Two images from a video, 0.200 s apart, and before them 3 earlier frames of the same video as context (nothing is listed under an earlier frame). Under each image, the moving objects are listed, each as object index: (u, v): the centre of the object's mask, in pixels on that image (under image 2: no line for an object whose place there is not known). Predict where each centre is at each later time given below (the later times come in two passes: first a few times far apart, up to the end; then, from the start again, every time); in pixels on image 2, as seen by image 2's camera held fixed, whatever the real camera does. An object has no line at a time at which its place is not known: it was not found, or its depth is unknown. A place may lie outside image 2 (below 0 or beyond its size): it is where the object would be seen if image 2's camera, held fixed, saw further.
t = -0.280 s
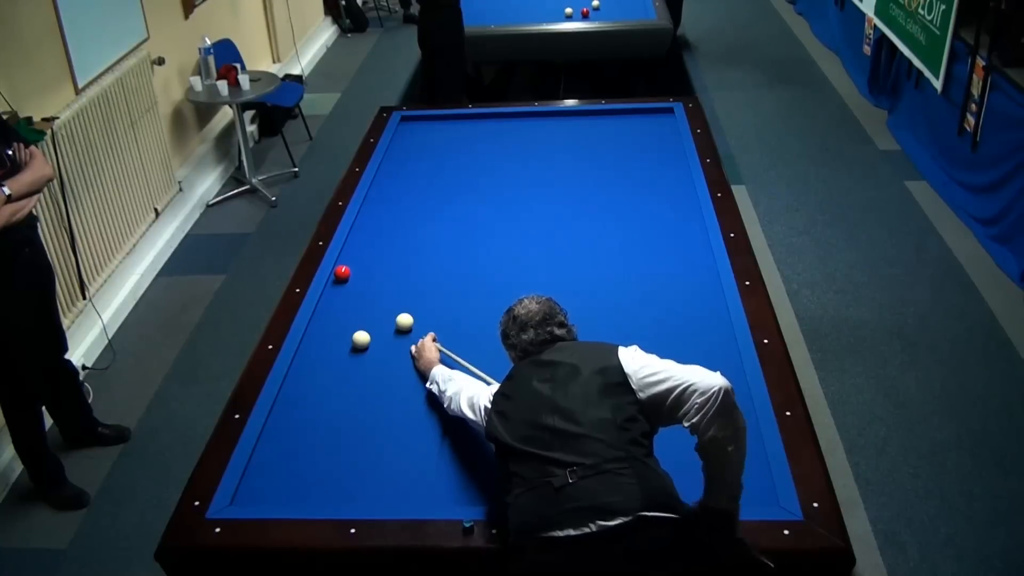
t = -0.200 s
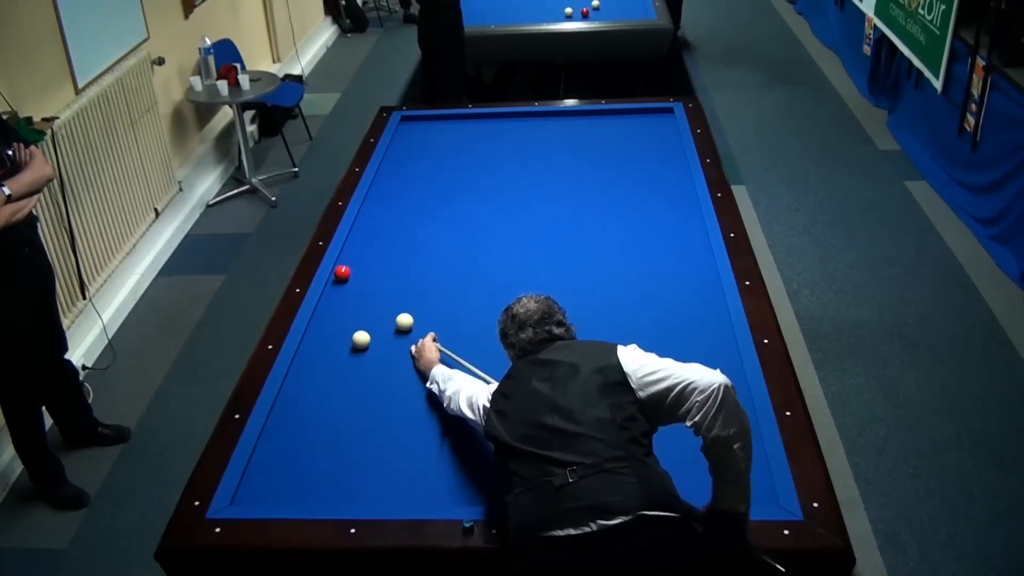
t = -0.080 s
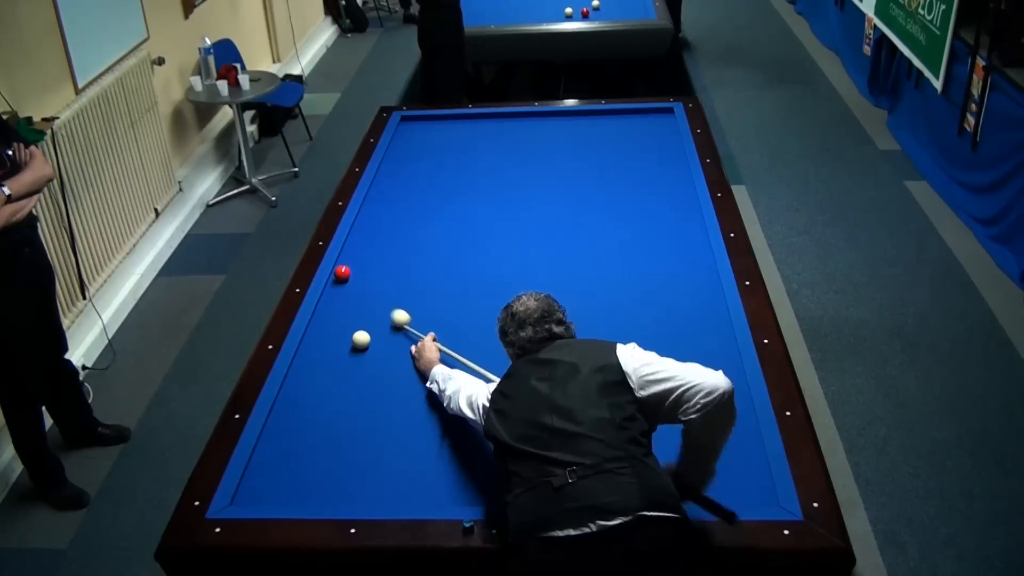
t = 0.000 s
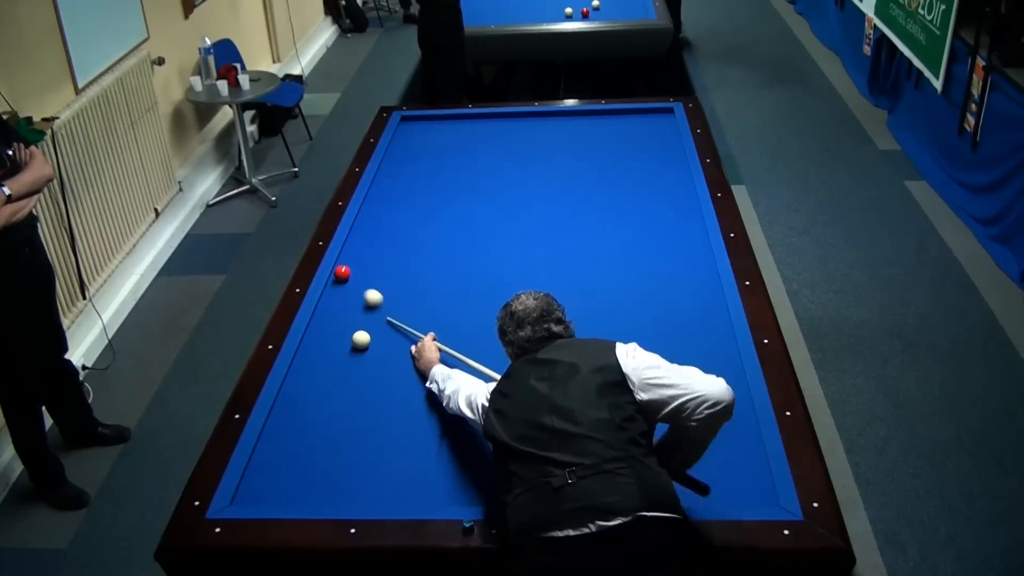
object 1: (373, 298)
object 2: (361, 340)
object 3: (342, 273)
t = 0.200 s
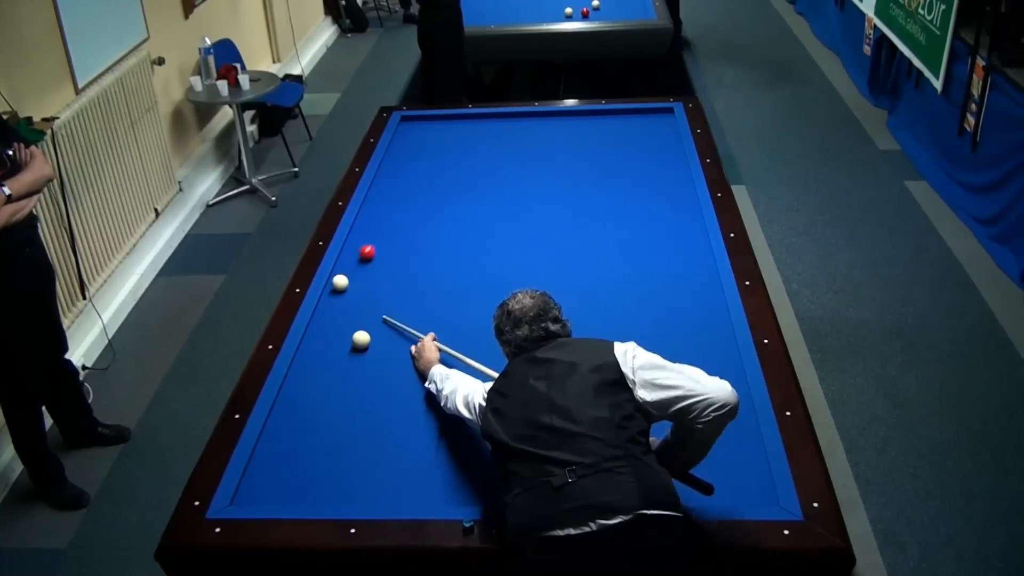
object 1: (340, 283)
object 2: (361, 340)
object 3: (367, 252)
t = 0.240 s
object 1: (338, 284)
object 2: (361, 340)
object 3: (377, 247)
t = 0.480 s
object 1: (334, 291)
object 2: (361, 339)
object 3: (424, 218)
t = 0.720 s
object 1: (335, 298)
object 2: (361, 339)
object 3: (464, 194)
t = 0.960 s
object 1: (337, 306)
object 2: (361, 339)
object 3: (500, 173)
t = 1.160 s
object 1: (338, 312)
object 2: (361, 340)
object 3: (527, 156)
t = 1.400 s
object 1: (339, 319)
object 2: (361, 340)
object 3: (557, 138)
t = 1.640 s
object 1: (341, 326)
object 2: (361, 340)
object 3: (585, 121)
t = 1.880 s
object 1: (342, 332)
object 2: (361, 340)
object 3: (613, 116)
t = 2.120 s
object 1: (343, 338)
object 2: (361, 340)
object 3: (645, 125)
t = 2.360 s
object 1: (341, 344)
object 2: (364, 340)
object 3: (671, 133)
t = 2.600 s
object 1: (339, 349)
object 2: (367, 340)
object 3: (653, 143)
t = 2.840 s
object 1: (338, 353)
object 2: (369, 341)
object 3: (636, 154)
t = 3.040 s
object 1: (336, 356)
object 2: (369, 341)
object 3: (622, 163)
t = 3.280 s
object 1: (335, 360)
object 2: (370, 340)
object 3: (604, 174)
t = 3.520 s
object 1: (335, 363)
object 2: (370, 340)
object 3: (586, 185)
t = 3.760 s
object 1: (334, 366)
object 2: (370, 340)
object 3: (567, 197)
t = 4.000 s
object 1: (334, 368)
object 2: (370, 340)
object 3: (548, 209)
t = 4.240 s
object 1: (333, 370)
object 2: (370, 340)
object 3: (528, 221)
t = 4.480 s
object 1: (333, 371)
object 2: (370, 340)
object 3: (508, 234)
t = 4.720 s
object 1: (333, 372)
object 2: (370, 340)
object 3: (487, 247)
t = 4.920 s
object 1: (333, 372)
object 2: (370, 340)
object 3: (470, 258)
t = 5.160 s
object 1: (333, 372)
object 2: (370, 340)
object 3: (448, 271)
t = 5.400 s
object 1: (333, 372)
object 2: (370, 340)
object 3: (426, 285)
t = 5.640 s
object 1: (333, 372)
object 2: (370, 340)
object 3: (404, 298)
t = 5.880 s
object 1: (333, 372)
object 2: (370, 340)
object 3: (380, 313)
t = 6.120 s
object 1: (333, 372)
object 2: (370, 340)
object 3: (357, 327)
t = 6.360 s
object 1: (333, 372)
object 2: (370, 340)
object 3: (333, 342)
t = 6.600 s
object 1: (333, 372)
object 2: (370, 340)
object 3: (309, 359)
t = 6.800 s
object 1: (333, 372)
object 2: (370, 340)
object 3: (301, 369)
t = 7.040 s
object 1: (333, 372)
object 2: (370, 340)
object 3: (306, 379)
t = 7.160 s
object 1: (333, 372)
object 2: (370, 340)
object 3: (308, 385)
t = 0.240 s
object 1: (338, 284)
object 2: (361, 340)
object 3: (377, 247)
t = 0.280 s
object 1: (335, 285)
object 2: (361, 340)
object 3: (386, 241)
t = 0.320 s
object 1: (333, 286)
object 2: (361, 339)
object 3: (395, 236)
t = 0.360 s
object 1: (333, 287)
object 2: (361, 340)
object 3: (403, 231)
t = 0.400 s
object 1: (333, 288)
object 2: (361, 340)
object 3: (410, 227)
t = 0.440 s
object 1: (333, 290)
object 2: (361, 339)
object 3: (418, 223)
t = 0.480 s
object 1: (334, 291)
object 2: (361, 339)
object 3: (424, 218)
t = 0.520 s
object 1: (334, 292)
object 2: (361, 339)
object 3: (432, 214)
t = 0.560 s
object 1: (334, 293)
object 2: (361, 340)
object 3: (439, 210)
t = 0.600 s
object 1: (334, 295)
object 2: (361, 339)
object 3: (445, 206)
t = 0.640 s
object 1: (335, 296)
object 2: (361, 339)
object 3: (452, 202)
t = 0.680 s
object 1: (335, 297)
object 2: (361, 340)
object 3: (458, 198)
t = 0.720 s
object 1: (335, 298)
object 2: (361, 339)
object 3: (464, 194)
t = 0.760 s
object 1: (335, 300)
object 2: (361, 340)
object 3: (470, 191)
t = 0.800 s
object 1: (336, 301)
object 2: (361, 339)
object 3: (477, 187)
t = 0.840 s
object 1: (336, 302)
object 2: (361, 340)
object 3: (483, 183)
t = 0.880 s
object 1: (336, 303)
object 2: (361, 340)
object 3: (488, 180)
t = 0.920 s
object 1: (336, 305)
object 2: (361, 340)
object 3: (494, 176)
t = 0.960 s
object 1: (337, 306)
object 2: (361, 339)
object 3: (500, 173)
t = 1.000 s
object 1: (337, 307)
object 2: (361, 340)
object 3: (505, 169)
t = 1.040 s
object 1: (337, 308)
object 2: (361, 340)
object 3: (511, 166)
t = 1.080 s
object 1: (337, 310)
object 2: (361, 340)
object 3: (517, 162)
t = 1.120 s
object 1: (338, 311)
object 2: (361, 340)
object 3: (522, 159)
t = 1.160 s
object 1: (338, 312)
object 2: (361, 340)
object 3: (527, 156)
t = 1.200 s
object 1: (338, 313)
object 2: (361, 340)
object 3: (532, 153)
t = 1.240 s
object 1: (338, 314)
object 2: (361, 340)
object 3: (538, 150)
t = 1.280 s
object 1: (339, 316)
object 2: (361, 340)
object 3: (543, 147)
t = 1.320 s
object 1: (339, 317)
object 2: (361, 339)
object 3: (547, 144)
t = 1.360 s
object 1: (339, 318)
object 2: (361, 339)
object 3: (552, 141)
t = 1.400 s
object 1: (339, 319)
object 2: (361, 340)
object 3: (557, 138)
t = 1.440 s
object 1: (340, 320)
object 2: (361, 340)
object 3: (562, 135)
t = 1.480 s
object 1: (340, 321)
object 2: (361, 339)
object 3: (566, 132)
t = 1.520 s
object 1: (340, 322)
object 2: (361, 340)
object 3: (571, 129)
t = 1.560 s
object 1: (340, 324)
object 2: (361, 340)
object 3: (576, 127)
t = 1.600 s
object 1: (341, 325)
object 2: (361, 340)
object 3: (580, 124)
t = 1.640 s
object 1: (341, 326)
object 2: (361, 340)
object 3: (585, 121)
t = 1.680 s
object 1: (341, 327)
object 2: (361, 340)
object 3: (589, 119)
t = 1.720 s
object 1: (341, 328)
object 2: (361, 339)
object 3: (593, 116)
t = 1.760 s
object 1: (342, 329)
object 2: (361, 339)
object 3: (598, 113)
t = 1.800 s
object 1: (342, 330)
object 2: (361, 339)
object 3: (602, 113)
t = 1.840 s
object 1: (342, 331)
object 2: (361, 340)
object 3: (608, 115)
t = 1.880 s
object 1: (342, 332)
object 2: (361, 340)
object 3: (613, 116)
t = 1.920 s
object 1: (342, 333)
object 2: (361, 339)
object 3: (618, 118)
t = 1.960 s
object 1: (343, 335)
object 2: (361, 340)
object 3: (624, 119)
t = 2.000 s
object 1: (343, 336)
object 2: (361, 340)
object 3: (629, 120)
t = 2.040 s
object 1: (343, 337)
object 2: (361, 340)
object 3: (634, 121)
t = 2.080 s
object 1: (343, 337)
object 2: (361, 340)
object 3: (640, 123)
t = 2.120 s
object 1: (343, 338)
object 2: (361, 340)
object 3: (645, 125)
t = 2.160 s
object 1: (343, 339)
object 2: (362, 340)
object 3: (650, 126)
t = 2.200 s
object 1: (343, 340)
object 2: (362, 340)
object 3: (656, 127)
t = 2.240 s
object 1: (342, 341)
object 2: (363, 340)
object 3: (661, 128)
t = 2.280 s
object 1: (342, 342)
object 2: (363, 340)
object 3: (667, 129)
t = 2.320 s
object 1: (342, 343)
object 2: (364, 340)
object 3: (673, 131)
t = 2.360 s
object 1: (341, 344)
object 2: (364, 340)
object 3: (671, 133)
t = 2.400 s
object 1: (341, 345)
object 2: (365, 340)
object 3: (668, 135)
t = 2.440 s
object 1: (341, 345)
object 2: (365, 340)
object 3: (665, 136)
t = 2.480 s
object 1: (340, 346)
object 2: (366, 340)
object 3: (662, 138)
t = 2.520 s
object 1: (340, 347)
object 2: (366, 340)
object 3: (659, 140)
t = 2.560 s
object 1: (340, 348)
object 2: (367, 340)
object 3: (656, 141)
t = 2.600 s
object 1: (339, 349)
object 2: (367, 340)
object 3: (653, 143)
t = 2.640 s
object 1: (339, 349)
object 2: (367, 341)
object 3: (651, 145)
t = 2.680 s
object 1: (339, 350)
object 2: (368, 341)
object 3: (648, 147)
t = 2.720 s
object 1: (338, 351)
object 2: (368, 341)
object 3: (645, 149)
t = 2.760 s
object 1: (338, 352)
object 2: (368, 341)
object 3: (642, 151)
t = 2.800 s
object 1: (338, 352)
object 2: (368, 341)
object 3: (639, 152)
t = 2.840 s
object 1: (338, 353)
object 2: (369, 341)
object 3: (636, 154)
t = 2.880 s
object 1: (337, 354)
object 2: (369, 341)
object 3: (634, 156)
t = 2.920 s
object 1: (337, 355)
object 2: (369, 341)
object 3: (631, 157)
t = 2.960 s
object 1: (337, 355)
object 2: (369, 341)
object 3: (628, 159)
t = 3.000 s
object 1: (337, 356)
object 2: (369, 340)
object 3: (625, 161)
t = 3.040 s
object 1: (336, 356)
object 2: (369, 341)
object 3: (622, 163)
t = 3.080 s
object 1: (336, 357)
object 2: (370, 340)
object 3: (619, 165)
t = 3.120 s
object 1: (336, 358)
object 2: (370, 340)
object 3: (616, 167)
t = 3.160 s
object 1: (336, 358)
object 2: (370, 340)
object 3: (613, 169)
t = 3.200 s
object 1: (336, 359)
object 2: (370, 340)
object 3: (610, 170)
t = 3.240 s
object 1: (336, 359)
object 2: (370, 340)
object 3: (607, 172)
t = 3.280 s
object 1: (335, 360)
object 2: (370, 340)
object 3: (604, 174)
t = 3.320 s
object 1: (335, 361)
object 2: (370, 340)
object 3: (601, 176)
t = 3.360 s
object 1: (335, 361)
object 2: (370, 340)
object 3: (598, 178)
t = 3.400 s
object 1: (335, 362)
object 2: (370, 340)
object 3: (595, 180)
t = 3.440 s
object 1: (335, 362)
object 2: (370, 340)
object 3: (592, 181)
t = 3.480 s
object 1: (335, 363)
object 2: (370, 340)
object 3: (589, 183)
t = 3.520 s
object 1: (335, 363)
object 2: (370, 340)
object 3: (586, 185)
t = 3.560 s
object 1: (335, 364)
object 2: (370, 340)
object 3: (582, 187)
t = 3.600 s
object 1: (334, 364)
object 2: (370, 340)
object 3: (579, 189)
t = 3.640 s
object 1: (334, 365)
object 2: (370, 340)
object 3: (577, 191)
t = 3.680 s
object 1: (334, 365)
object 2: (370, 340)
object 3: (573, 193)
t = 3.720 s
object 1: (334, 365)
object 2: (370, 340)
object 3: (570, 195)
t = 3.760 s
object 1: (334, 366)
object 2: (370, 340)
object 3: (567, 197)
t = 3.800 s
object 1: (334, 366)
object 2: (370, 340)
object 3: (564, 199)
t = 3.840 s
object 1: (334, 367)
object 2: (370, 340)
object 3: (561, 201)
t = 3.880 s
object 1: (334, 367)
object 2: (370, 340)
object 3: (557, 203)
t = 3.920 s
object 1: (334, 367)
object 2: (370, 340)
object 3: (554, 205)
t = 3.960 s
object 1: (334, 368)
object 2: (370, 340)
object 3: (551, 207)
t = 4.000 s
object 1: (334, 368)
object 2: (370, 340)
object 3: (548, 209)
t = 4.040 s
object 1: (334, 368)
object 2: (370, 340)
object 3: (545, 211)
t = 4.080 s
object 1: (334, 369)
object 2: (370, 340)
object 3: (541, 213)
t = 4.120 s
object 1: (334, 369)
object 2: (370, 340)
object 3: (538, 215)
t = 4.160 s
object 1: (334, 369)
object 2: (370, 340)
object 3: (535, 217)
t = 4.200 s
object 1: (333, 370)
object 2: (370, 340)
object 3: (532, 219)
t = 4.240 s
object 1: (333, 370)
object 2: (370, 340)
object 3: (528, 221)
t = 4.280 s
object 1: (333, 370)
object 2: (370, 340)
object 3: (525, 223)
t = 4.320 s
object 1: (333, 370)
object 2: (370, 340)
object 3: (521, 225)
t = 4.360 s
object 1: (333, 371)
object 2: (370, 340)
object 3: (518, 227)
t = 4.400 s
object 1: (333, 371)
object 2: (370, 340)
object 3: (515, 230)
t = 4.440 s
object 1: (333, 371)
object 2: (370, 340)
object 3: (511, 232)
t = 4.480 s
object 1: (333, 371)
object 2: (370, 340)
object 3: (508, 234)
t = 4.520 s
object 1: (333, 371)
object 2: (370, 340)
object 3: (505, 236)
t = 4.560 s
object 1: (333, 372)
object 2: (370, 340)
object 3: (501, 238)
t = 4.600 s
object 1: (333, 372)
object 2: (370, 340)
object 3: (498, 240)
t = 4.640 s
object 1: (333, 372)
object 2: (370, 340)
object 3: (494, 242)
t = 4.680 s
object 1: (333, 372)
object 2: (370, 340)
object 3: (491, 245)
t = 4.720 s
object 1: (333, 372)
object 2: (370, 340)
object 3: (487, 247)
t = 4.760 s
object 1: (333, 372)
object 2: (370, 340)
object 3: (484, 249)
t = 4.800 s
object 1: (333, 372)
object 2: (370, 340)
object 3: (480, 251)
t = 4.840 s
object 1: (333, 372)
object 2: (370, 341)
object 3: (477, 253)
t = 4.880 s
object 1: (333, 372)
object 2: (370, 340)
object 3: (473, 255)
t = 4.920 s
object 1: (333, 372)
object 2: (370, 340)
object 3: (470, 258)
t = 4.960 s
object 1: (333, 372)
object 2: (370, 340)
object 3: (466, 260)
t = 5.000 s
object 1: (333, 372)
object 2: (370, 340)
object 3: (463, 262)
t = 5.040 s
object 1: (333, 372)
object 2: (370, 340)
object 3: (459, 264)
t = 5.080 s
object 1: (333, 372)
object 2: (370, 340)
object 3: (455, 266)
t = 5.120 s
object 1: (333, 372)
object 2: (370, 340)
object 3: (452, 269)
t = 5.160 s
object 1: (333, 372)
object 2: (370, 340)
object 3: (448, 271)
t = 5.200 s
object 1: (333, 372)
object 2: (370, 340)
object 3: (445, 273)
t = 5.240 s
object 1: (333, 372)
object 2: (370, 340)
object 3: (441, 275)
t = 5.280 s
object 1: (333, 372)
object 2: (370, 340)
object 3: (437, 278)
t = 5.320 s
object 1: (333, 372)
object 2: (370, 340)
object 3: (433, 280)
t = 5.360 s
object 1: (333, 372)
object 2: (370, 340)
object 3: (430, 282)
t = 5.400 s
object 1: (333, 372)
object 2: (370, 340)
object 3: (426, 285)
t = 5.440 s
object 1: (333, 372)
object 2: (370, 340)
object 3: (422, 287)
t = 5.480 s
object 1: (333, 372)
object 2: (370, 340)
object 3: (419, 289)
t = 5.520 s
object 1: (333, 372)
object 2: (370, 340)
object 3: (415, 292)
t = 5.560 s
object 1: (333, 372)
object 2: (370, 340)
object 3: (411, 294)
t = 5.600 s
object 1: (333, 372)
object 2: (370, 340)
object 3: (407, 296)
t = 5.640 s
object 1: (333, 372)
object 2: (370, 340)
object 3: (404, 298)
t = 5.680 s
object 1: (333, 372)
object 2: (370, 340)
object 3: (400, 301)
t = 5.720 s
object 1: (333, 372)
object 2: (370, 340)
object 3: (396, 303)
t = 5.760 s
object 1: (333, 372)
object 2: (370, 340)
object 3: (392, 306)
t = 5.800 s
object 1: (333, 372)
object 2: (370, 340)
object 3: (388, 308)
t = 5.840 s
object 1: (333, 372)
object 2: (370, 340)
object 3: (384, 310)
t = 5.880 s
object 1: (333, 372)
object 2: (370, 340)
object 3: (380, 313)
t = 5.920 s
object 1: (333, 372)
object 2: (370, 340)
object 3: (376, 315)
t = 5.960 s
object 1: (333, 372)
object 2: (370, 340)
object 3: (373, 317)
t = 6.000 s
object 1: (333, 372)
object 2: (370, 340)
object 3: (369, 320)
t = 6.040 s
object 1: (333, 372)
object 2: (370, 340)
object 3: (365, 322)
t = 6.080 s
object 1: (333, 372)
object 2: (370, 340)
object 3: (361, 324)
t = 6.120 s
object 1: (333, 372)
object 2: (370, 340)
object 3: (357, 327)
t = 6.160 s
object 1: (333, 372)
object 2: (370, 340)
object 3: (353, 330)
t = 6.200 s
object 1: (333, 372)
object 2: (370, 340)
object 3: (349, 332)
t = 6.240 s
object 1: (333, 372)
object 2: (370, 340)
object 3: (345, 335)
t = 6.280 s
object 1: (333, 372)
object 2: (370, 340)
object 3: (341, 337)
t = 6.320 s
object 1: (333, 372)
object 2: (370, 340)
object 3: (337, 340)
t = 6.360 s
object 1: (333, 372)
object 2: (370, 340)
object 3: (333, 342)
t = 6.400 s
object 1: (333, 372)
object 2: (370, 340)
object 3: (329, 345)
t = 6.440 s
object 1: (333, 372)
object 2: (370, 340)
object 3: (325, 347)
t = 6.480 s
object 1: (333, 372)
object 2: (370, 340)
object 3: (321, 350)
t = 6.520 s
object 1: (333, 372)
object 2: (370, 340)
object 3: (317, 353)
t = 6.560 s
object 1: (333, 372)
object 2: (370, 340)
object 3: (313, 355)
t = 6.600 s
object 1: (333, 372)
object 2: (370, 340)
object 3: (309, 359)
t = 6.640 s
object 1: (333, 372)
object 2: (370, 340)
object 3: (305, 361)
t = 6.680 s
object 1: (333, 372)
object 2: (370, 340)
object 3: (301, 363)
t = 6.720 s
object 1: (333, 372)
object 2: (370, 340)
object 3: (299, 365)
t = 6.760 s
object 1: (333, 372)
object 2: (370, 340)
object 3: (301, 367)
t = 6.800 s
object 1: (333, 372)
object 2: (370, 340)
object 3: (301, 369)
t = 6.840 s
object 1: (333, 372)
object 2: (370, 340)
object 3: (302, 370)
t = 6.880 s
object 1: (333, 372)
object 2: (370, 340)
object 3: (303, 372)
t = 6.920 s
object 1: (333, 372)
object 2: (370, 340)
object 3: (304, 374)
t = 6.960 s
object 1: (333, 372)
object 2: (370, 340)
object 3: (304, 376)
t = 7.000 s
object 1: (333, 372)
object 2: (370, 340)
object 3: (305, 377)
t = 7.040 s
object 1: (333, 372)
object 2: (370, 340)
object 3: (306, 379)
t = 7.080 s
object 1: (333, 372)
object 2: (370, 340)
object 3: (306, 381)
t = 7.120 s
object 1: (333, 372)
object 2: (370, 340)
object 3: (307, 383)
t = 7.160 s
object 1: (333, 372)
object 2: (370, 340)
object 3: (308, 385)
